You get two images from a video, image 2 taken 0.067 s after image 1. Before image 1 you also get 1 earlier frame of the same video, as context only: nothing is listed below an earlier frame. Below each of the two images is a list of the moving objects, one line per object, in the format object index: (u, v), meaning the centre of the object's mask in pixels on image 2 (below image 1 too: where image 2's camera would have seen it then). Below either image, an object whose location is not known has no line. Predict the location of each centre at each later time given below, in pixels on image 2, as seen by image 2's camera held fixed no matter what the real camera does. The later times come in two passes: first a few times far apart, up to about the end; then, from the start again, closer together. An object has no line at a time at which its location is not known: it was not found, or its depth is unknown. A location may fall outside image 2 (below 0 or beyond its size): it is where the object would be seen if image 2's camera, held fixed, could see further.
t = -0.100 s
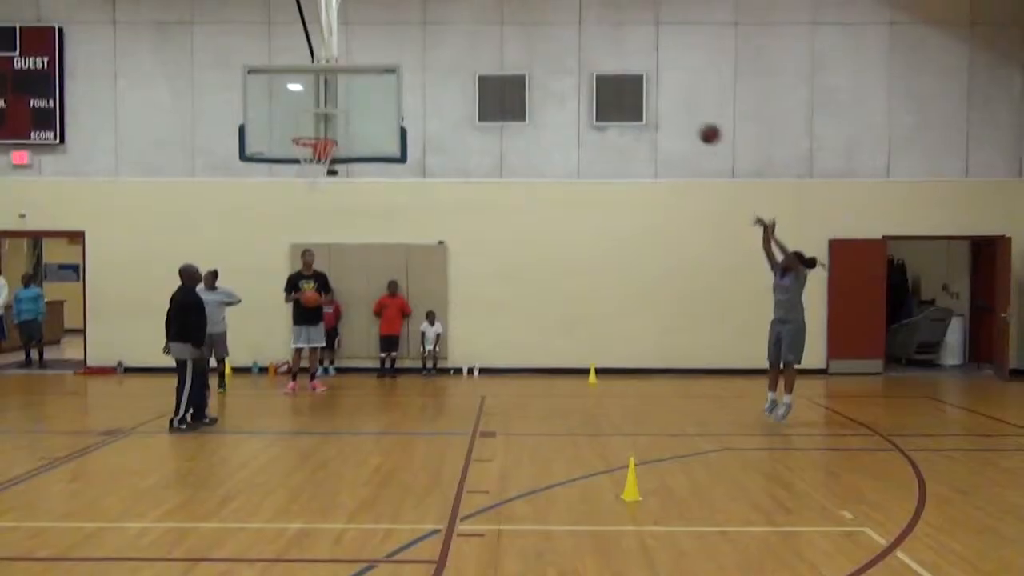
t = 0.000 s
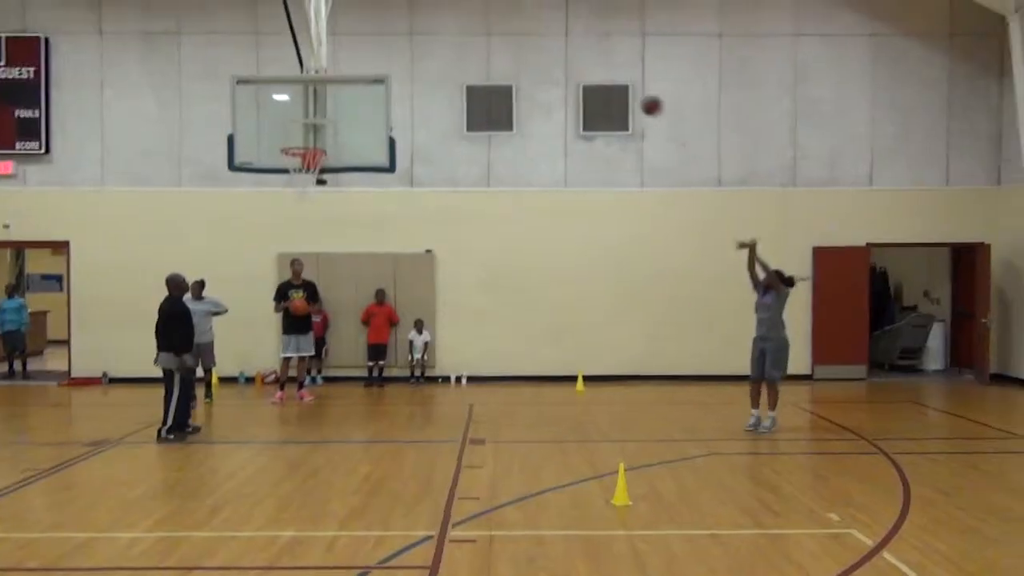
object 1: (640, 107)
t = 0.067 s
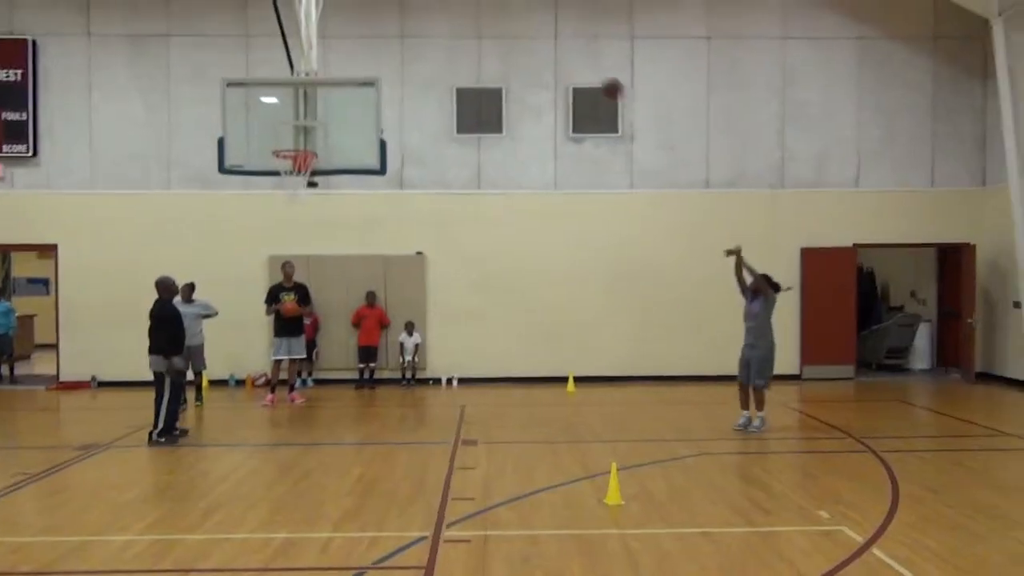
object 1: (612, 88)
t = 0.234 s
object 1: (541, 56)
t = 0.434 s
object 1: (457, 51)
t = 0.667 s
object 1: (357, 89)
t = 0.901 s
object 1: (297, 148)
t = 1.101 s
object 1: (312, 112)
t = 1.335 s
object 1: (323, 100)
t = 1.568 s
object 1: (338, 140)
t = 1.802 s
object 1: (357, 235)
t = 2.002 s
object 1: (371, 362)
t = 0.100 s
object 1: (598, 79)
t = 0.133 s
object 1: (583, 71)
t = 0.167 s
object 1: (569, 65)
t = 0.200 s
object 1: (555, 60)
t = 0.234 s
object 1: (541, 56)
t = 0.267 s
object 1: (527, 52)
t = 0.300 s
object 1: (513, 50)
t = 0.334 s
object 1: (499, 49)
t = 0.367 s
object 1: (485, 49)
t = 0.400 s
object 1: (471, 49)
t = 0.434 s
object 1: (457, 51)
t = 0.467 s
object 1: (443, 53)
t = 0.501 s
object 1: (429, 57)
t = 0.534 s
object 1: (415, 62)
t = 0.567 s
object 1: (401, 67)
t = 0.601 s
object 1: (386, 73)
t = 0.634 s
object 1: (372, 80)
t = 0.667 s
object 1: (357, 89)
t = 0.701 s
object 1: (343, 98)
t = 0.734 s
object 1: (329, 108)
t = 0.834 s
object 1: (288, 143)
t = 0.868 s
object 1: (288, 146)
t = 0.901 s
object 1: (297, 148)
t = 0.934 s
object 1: (304, 147)
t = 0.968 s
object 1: (305, 139)
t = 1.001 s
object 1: (307, 131)
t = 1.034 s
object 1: (308, 122)
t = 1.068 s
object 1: (310, 117)
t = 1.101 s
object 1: (312, 112)
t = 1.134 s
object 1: (313, 107)
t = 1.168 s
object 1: (315, 104)
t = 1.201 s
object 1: (316, 101)
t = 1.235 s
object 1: (318, 99)
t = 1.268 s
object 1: (320, 99)
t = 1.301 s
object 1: (322, 99)
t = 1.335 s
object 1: (323, 100)
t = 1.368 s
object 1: (325, 102)
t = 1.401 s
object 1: (328, 106)
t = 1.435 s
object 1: (329, 110)
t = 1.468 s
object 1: (331, 116)
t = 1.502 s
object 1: (334, 123)
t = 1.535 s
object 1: (336, 131)
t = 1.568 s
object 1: (338, 140)
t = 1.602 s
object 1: (341, 150)
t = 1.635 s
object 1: (343, 160)
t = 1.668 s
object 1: (345, 174)
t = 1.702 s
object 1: (348, 188)
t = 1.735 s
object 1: (353, 203)
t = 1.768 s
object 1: (355, 219)
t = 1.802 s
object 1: (357, 235)
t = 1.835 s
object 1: (359, 254)
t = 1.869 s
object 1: (363, 273)
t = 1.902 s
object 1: (365, 294)
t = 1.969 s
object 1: (369, 339)
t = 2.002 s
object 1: (371, 362)
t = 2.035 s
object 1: (373, 390)
